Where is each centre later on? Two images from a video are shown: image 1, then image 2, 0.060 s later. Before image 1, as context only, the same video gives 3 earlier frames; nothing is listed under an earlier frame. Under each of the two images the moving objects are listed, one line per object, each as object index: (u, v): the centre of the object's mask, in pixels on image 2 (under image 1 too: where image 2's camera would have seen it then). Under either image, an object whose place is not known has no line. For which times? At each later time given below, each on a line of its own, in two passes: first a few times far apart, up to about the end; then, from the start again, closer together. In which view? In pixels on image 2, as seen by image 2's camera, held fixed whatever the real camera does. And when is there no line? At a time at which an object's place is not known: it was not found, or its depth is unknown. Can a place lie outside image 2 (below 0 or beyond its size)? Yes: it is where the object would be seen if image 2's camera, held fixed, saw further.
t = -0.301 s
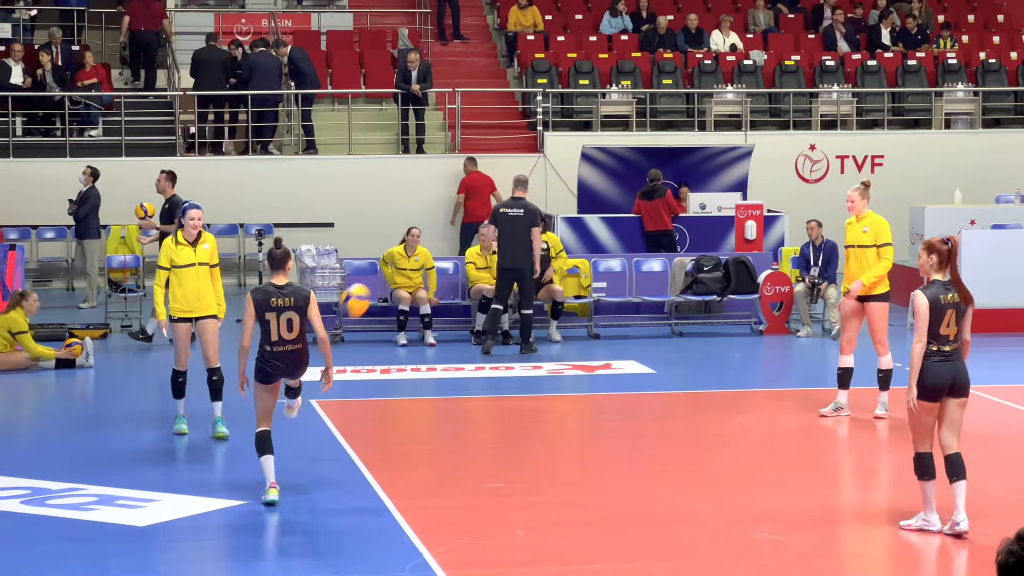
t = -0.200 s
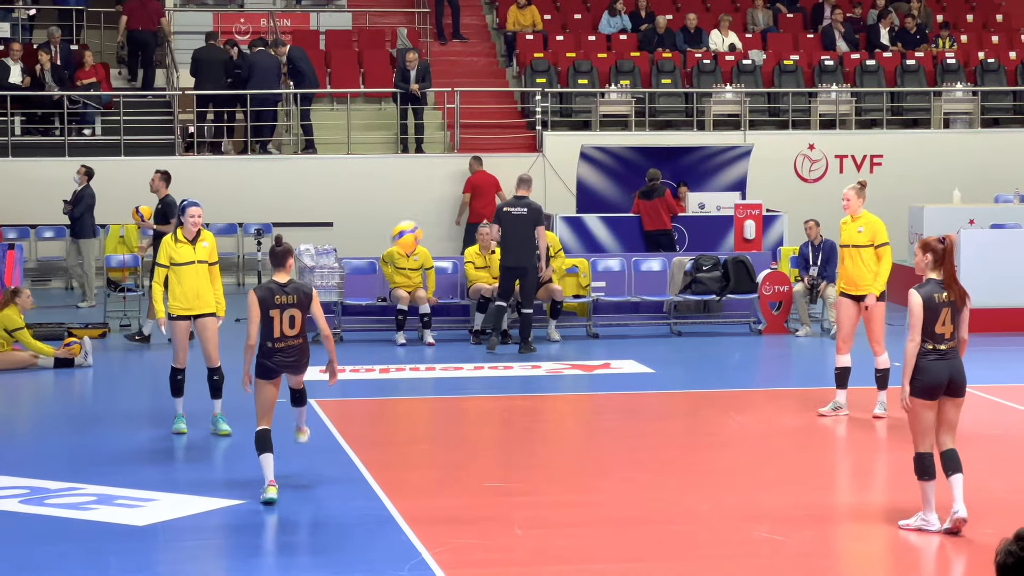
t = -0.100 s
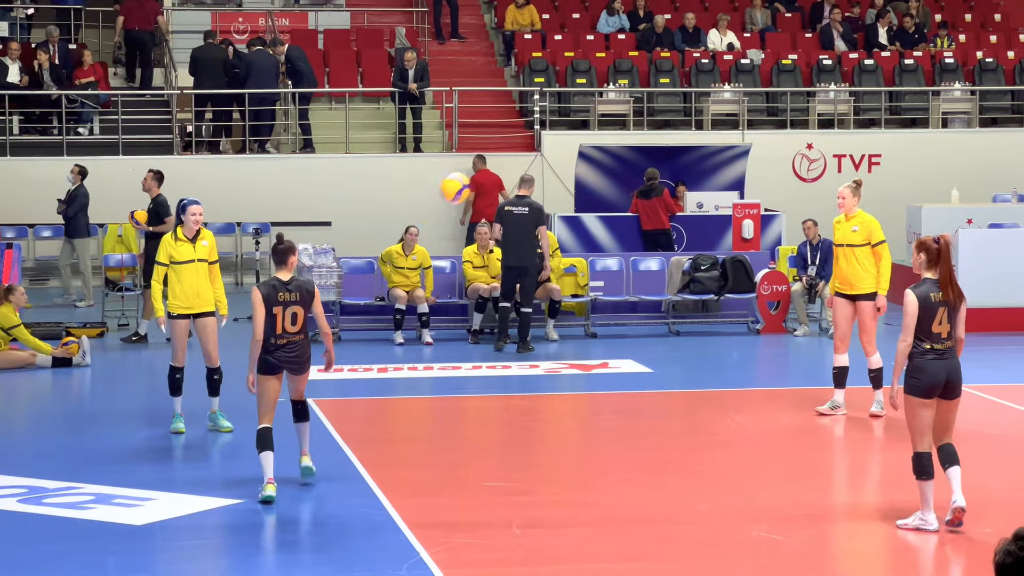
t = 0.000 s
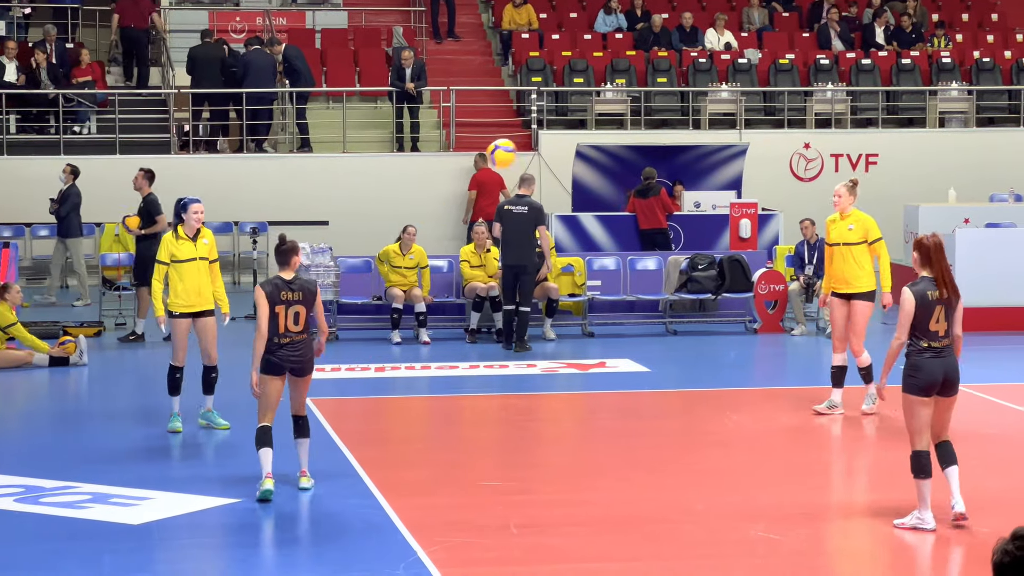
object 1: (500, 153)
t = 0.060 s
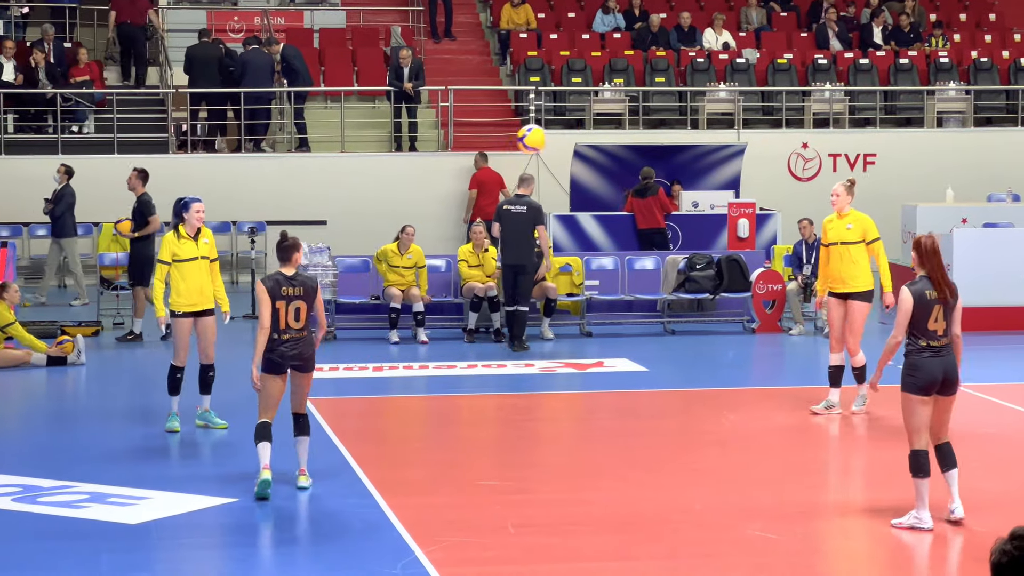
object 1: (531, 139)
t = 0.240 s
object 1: (616, 129)
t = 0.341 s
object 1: (660, 143)
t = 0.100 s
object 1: (548, 133)
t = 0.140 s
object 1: (571, 129)
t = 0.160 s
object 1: (578, 128)
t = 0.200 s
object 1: (594, 128)
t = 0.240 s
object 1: (616, 129)
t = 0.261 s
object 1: (623, 131)
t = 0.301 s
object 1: (638, 135)
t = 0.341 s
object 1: (660, 143)
